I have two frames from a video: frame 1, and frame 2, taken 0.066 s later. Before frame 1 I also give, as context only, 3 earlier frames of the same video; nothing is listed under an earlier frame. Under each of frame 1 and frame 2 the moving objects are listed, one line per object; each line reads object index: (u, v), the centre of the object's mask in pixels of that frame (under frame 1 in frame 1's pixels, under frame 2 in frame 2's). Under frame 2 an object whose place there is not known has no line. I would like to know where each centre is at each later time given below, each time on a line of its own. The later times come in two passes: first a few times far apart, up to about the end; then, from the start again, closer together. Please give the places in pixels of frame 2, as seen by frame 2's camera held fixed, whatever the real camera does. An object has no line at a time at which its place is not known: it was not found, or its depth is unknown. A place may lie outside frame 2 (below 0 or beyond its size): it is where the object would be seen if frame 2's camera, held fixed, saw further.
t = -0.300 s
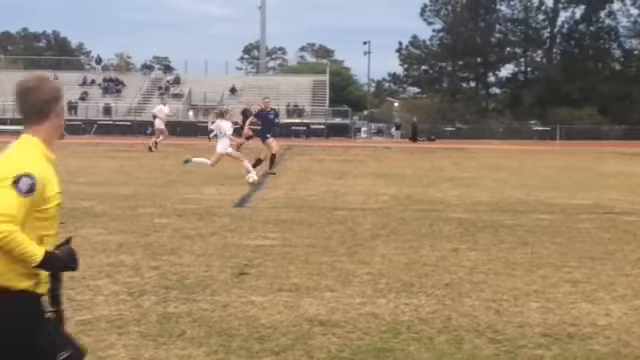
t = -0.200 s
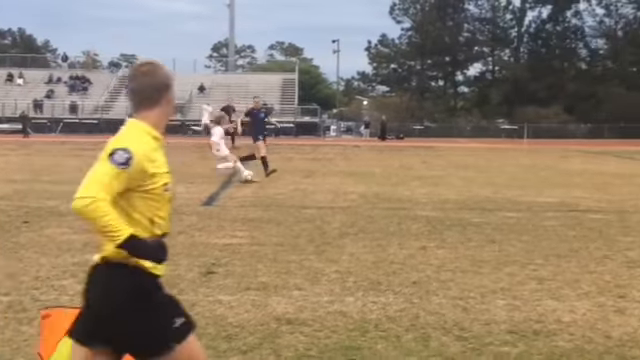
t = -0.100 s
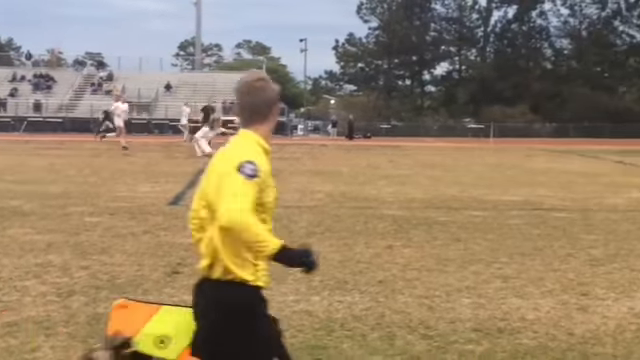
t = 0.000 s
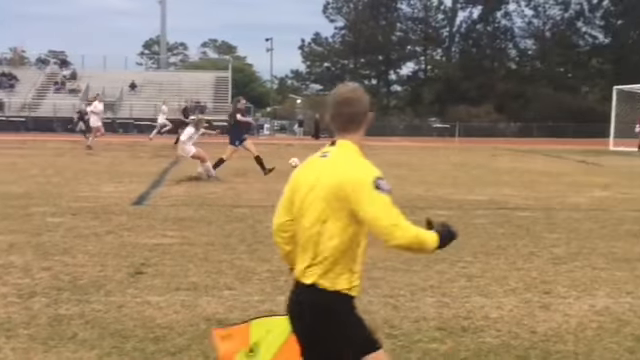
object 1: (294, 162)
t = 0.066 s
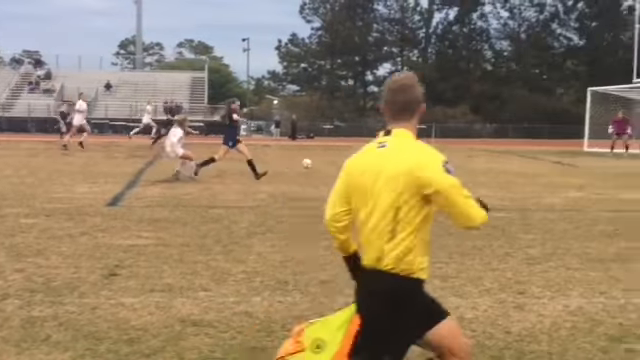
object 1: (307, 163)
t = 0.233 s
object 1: (375, 155)
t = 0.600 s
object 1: (472, 154)
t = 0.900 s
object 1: (521, 147)
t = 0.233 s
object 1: (375, 155)
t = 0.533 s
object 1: (459, 156)
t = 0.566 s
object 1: (466, 157)
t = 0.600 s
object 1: (472, 154)
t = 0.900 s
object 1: (521, 147)
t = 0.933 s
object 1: (525, 149)
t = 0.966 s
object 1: (531, 151)
